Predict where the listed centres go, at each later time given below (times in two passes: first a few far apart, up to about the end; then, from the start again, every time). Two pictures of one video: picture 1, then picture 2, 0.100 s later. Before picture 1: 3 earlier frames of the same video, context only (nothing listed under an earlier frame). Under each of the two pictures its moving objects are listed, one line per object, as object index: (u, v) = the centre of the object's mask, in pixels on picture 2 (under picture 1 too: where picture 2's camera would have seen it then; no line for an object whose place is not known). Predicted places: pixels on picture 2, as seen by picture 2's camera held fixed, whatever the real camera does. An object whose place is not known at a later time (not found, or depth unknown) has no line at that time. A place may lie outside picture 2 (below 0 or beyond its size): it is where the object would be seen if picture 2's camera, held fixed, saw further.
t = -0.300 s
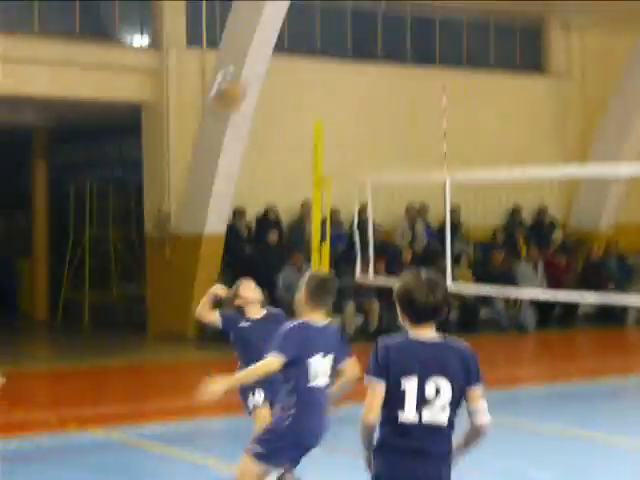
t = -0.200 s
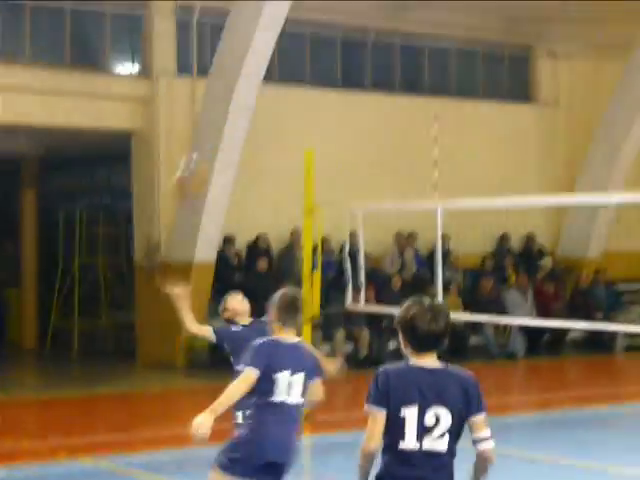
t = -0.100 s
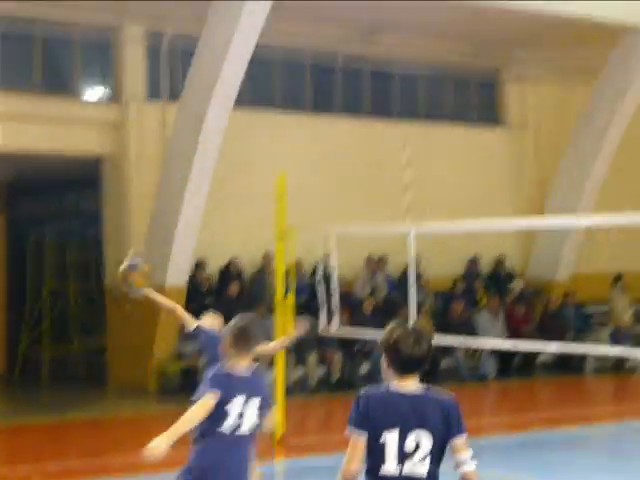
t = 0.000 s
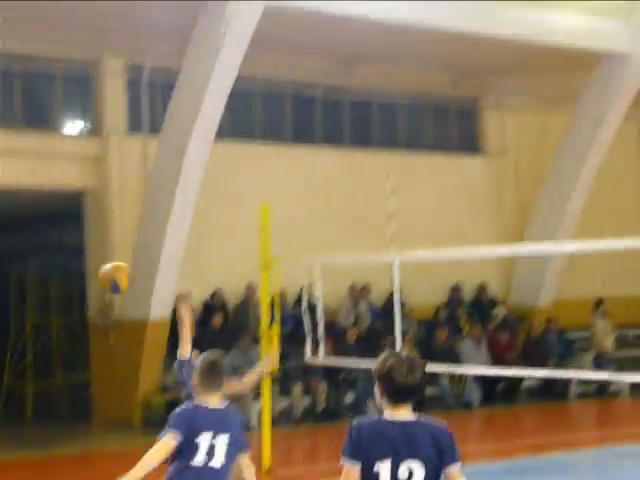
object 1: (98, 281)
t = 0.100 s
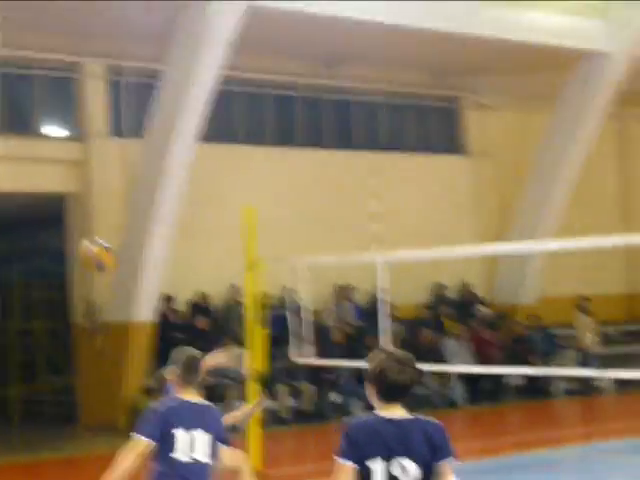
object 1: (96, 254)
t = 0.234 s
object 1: (95, 244)
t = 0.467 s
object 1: (90, 290)
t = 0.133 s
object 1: (98, 250)
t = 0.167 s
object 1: (96, 247)
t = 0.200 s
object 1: (95, 245)
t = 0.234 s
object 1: (95, 244)
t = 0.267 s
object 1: (95, 247)
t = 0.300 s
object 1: (94, 251)
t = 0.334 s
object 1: (95, 256)
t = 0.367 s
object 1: (94, 262)
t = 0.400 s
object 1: (93, 271)
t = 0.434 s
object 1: (93, 280)
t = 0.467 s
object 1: (90, 290)
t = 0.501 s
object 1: (92, 304)
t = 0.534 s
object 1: (94, 320)
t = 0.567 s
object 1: (94, 336)
